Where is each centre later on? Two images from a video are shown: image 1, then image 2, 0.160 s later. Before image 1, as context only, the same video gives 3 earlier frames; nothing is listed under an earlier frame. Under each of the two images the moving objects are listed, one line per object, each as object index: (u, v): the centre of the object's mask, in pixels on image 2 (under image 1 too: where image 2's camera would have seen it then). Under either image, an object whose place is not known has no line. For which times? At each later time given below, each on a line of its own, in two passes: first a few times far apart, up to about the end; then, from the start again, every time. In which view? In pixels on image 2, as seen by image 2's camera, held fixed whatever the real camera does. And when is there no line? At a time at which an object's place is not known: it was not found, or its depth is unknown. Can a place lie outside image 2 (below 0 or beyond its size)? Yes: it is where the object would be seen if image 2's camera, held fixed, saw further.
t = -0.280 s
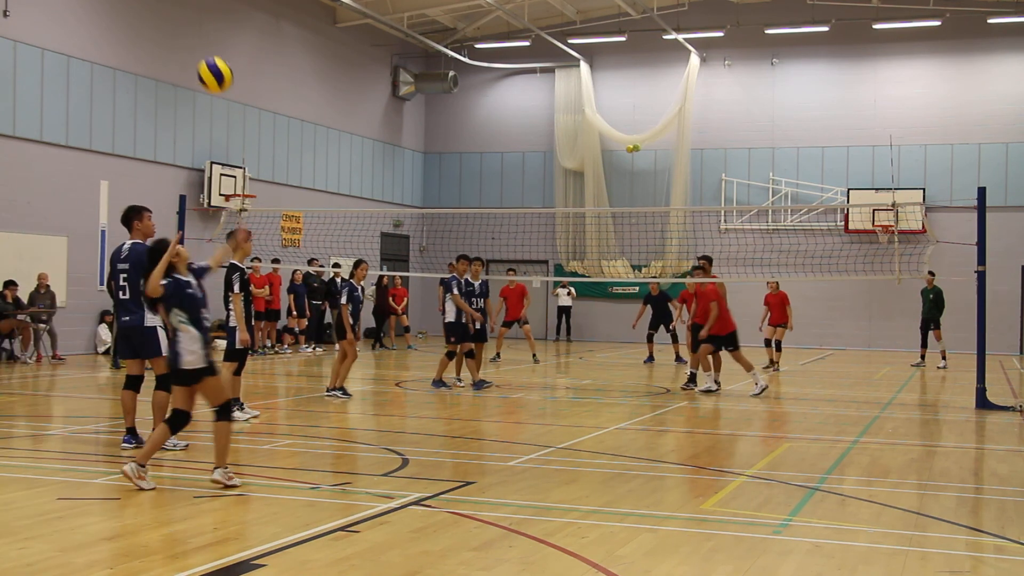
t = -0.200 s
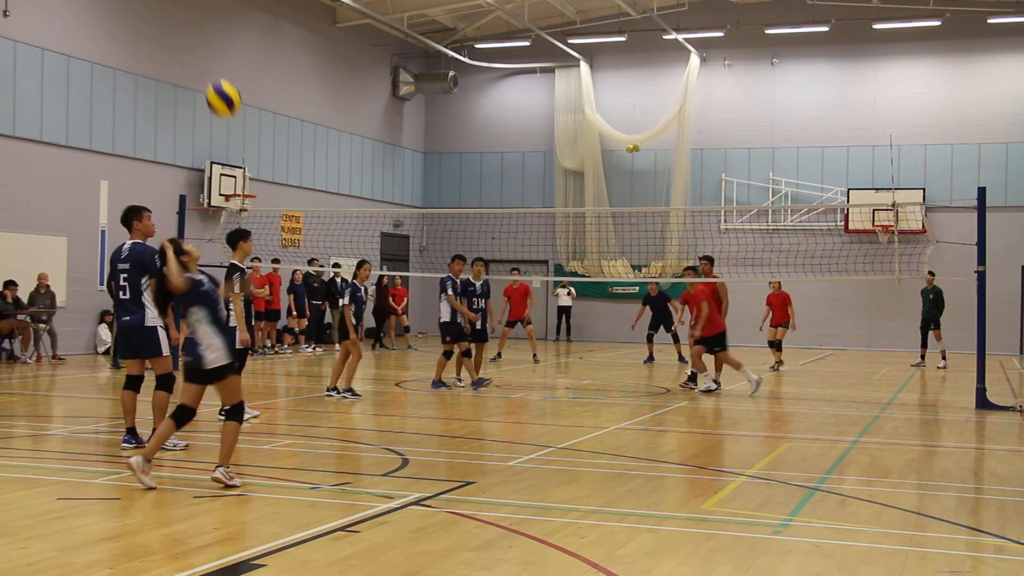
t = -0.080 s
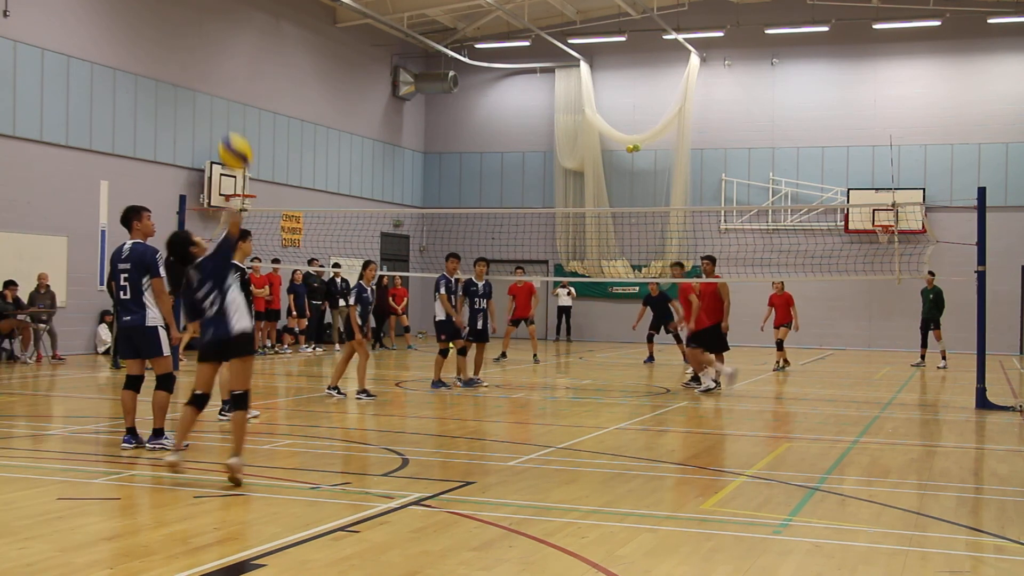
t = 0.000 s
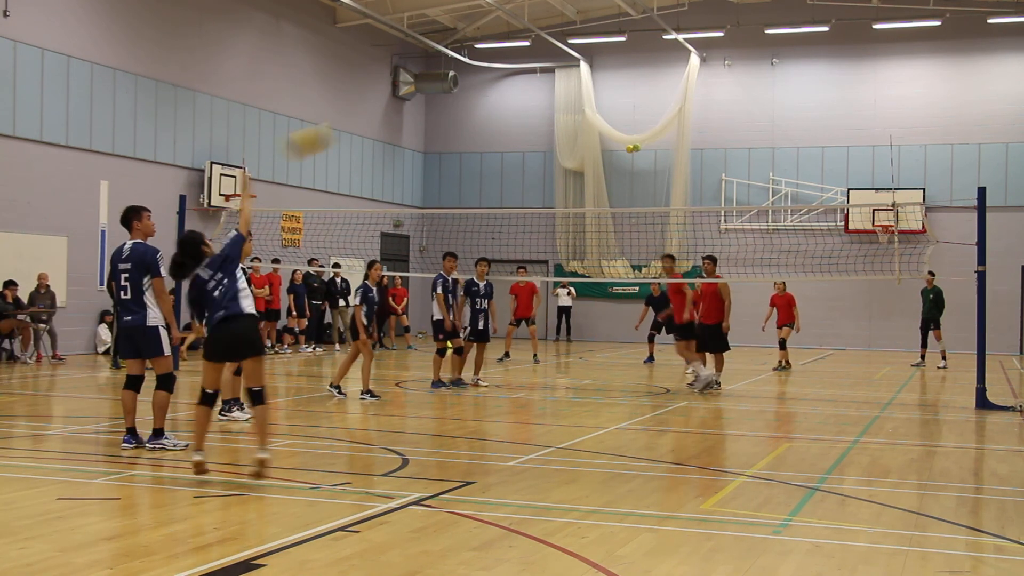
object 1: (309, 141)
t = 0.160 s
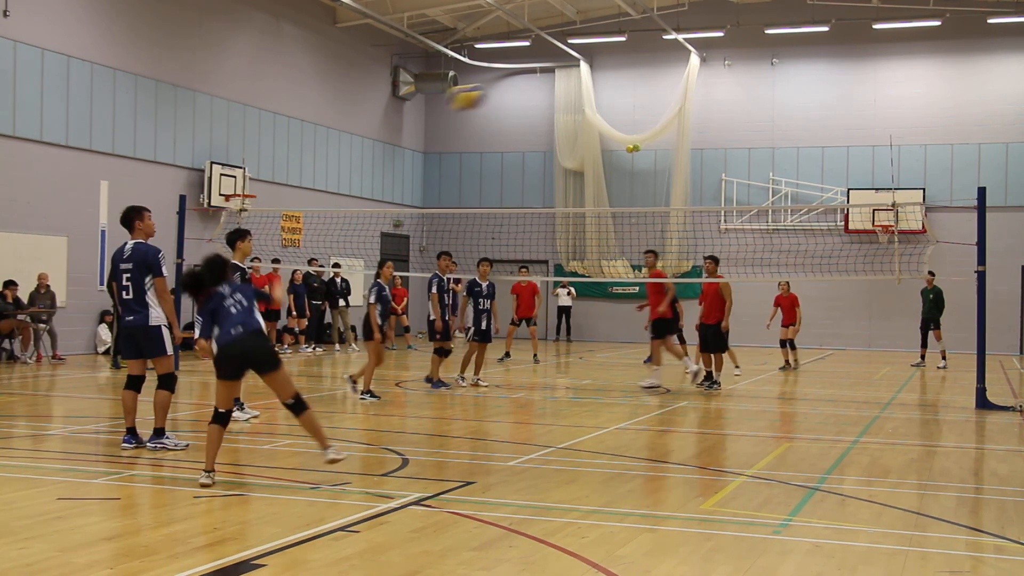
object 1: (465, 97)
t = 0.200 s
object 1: (497, 93)
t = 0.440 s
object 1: (637, 115)
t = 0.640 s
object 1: (710, 166)
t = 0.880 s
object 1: (756, 202)
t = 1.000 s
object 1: (769, 216)
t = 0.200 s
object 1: (497, 93)
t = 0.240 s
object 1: (527, 92)
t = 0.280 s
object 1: (552, 93)
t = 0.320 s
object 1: (575, 96)
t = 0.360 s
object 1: (600, 101)
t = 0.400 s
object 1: (620, 108)
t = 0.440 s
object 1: (637, 115)
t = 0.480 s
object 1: (654, 124)
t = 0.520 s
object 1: (669, 134)
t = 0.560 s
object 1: (683, 144)
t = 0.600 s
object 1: (697, 155)
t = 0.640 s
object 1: (710, 166)
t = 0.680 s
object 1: (721, 178)
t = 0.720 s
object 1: (733, 192)
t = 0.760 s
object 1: (743, 204)
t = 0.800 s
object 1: (748, 203)
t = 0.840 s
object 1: (752, 202)
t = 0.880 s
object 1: (756, 202)
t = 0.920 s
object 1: (761, 207)
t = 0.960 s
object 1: (766, 214)
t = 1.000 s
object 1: (769, 216)
